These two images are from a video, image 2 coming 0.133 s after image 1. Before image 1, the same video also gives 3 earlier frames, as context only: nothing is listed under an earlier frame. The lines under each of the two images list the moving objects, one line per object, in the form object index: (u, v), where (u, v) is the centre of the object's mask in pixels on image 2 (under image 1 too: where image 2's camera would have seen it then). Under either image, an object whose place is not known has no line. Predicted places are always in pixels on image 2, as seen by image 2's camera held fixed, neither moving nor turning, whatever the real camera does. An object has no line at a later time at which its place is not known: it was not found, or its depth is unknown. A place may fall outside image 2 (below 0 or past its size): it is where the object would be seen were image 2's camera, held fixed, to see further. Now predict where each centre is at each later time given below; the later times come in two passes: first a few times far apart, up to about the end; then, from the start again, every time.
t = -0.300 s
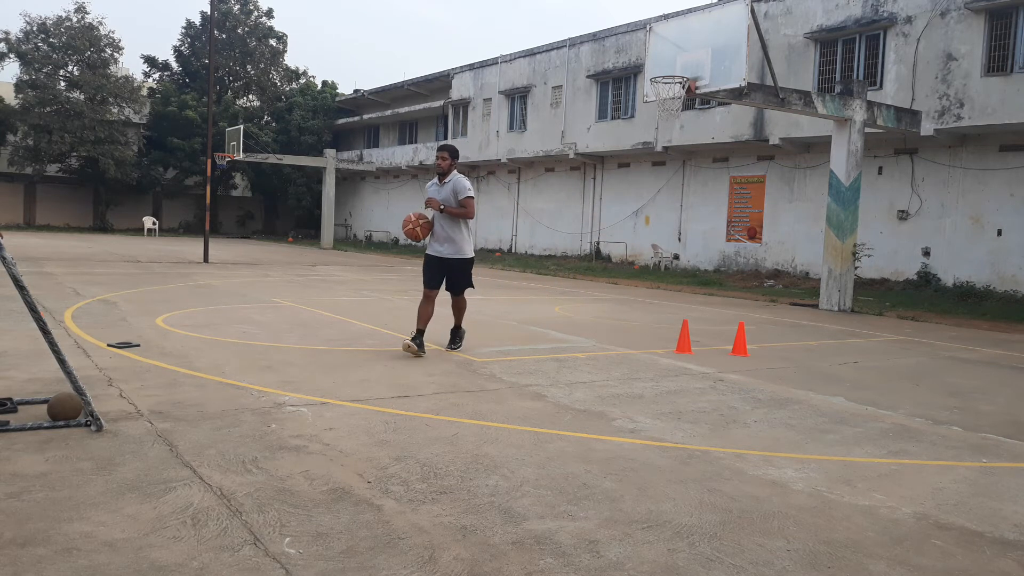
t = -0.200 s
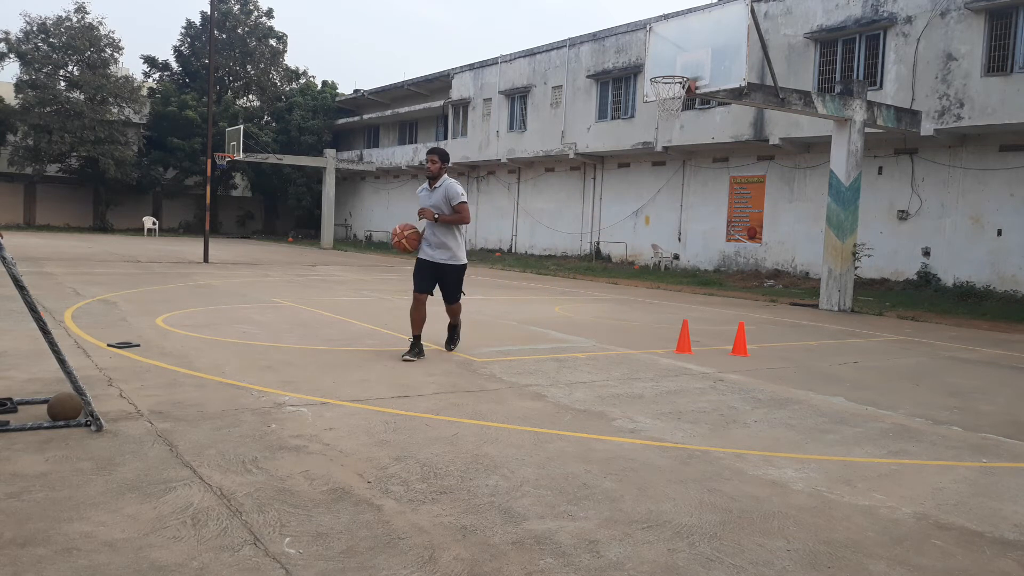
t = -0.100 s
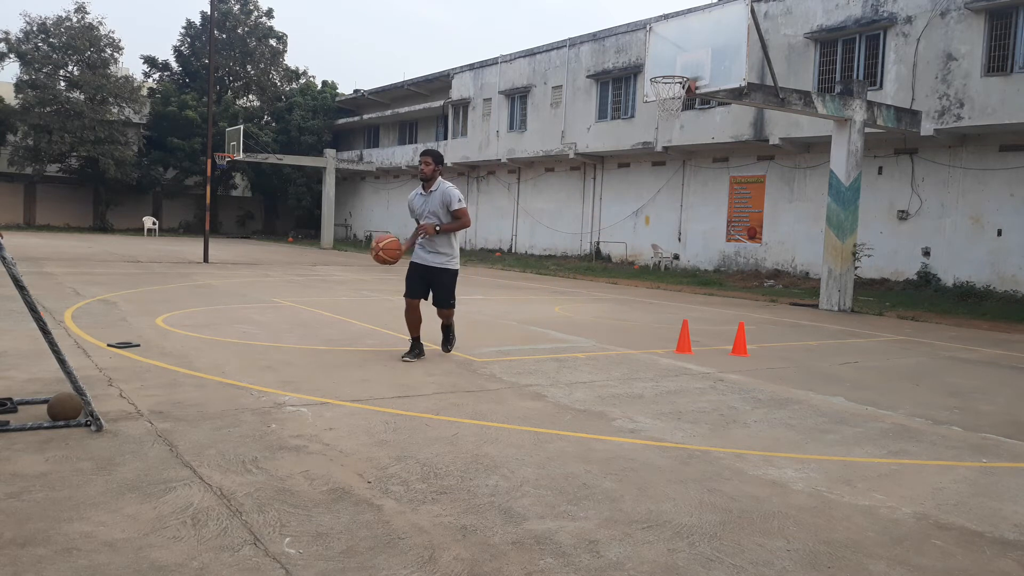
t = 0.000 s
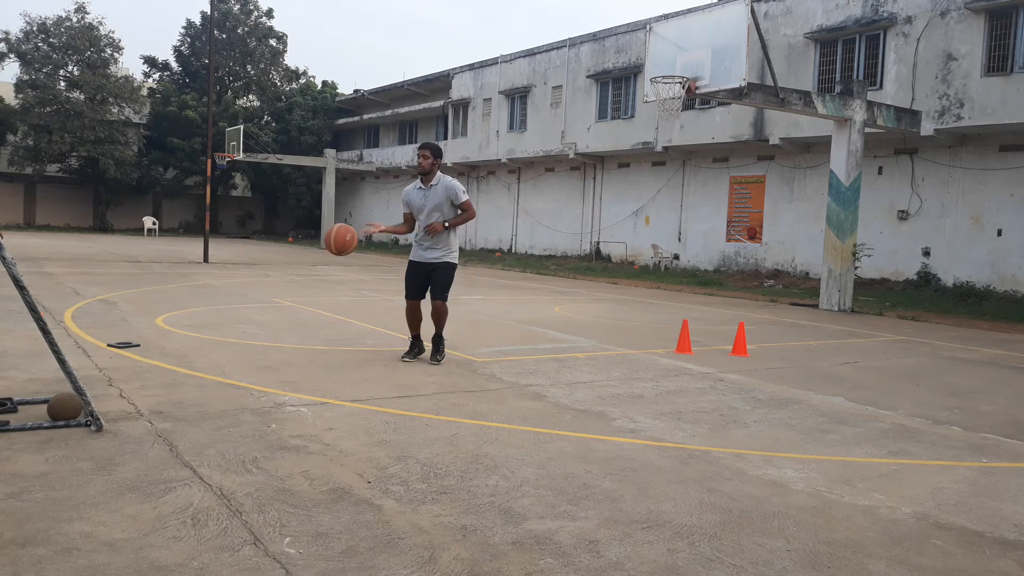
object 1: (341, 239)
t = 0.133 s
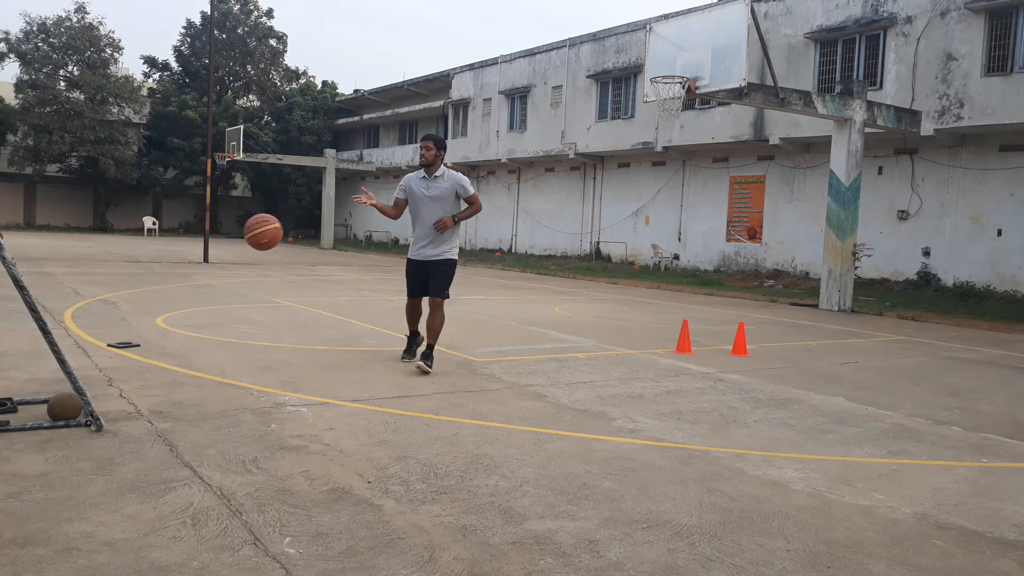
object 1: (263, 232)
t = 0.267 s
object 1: (167, 253)
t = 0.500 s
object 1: (130, 279)
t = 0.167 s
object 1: (241, 234)
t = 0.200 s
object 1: (217, 238)
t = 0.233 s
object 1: (192, 244)
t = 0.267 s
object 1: (167, 253)
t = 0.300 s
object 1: (139, 265)
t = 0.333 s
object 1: (109, 279)
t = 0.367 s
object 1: (78, 296)
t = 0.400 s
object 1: (55, 309)
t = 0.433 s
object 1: (66, 303)
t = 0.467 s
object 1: (98, 290)
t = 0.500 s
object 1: (130, 279)
